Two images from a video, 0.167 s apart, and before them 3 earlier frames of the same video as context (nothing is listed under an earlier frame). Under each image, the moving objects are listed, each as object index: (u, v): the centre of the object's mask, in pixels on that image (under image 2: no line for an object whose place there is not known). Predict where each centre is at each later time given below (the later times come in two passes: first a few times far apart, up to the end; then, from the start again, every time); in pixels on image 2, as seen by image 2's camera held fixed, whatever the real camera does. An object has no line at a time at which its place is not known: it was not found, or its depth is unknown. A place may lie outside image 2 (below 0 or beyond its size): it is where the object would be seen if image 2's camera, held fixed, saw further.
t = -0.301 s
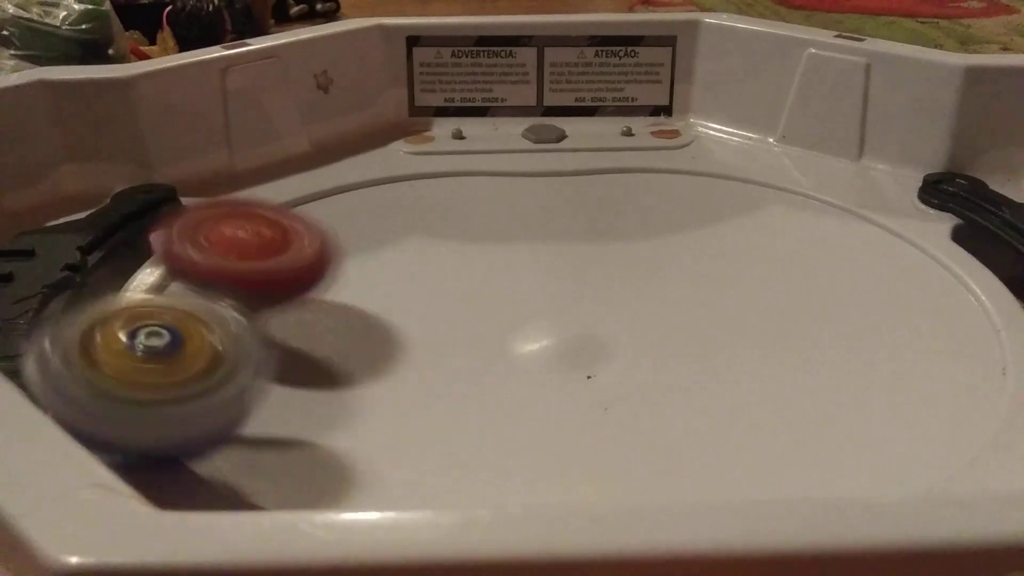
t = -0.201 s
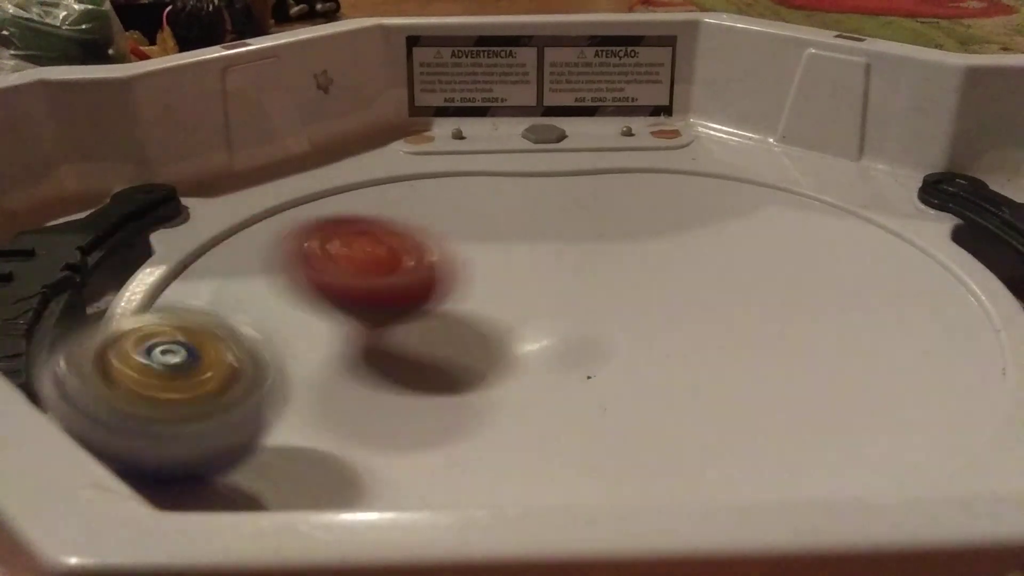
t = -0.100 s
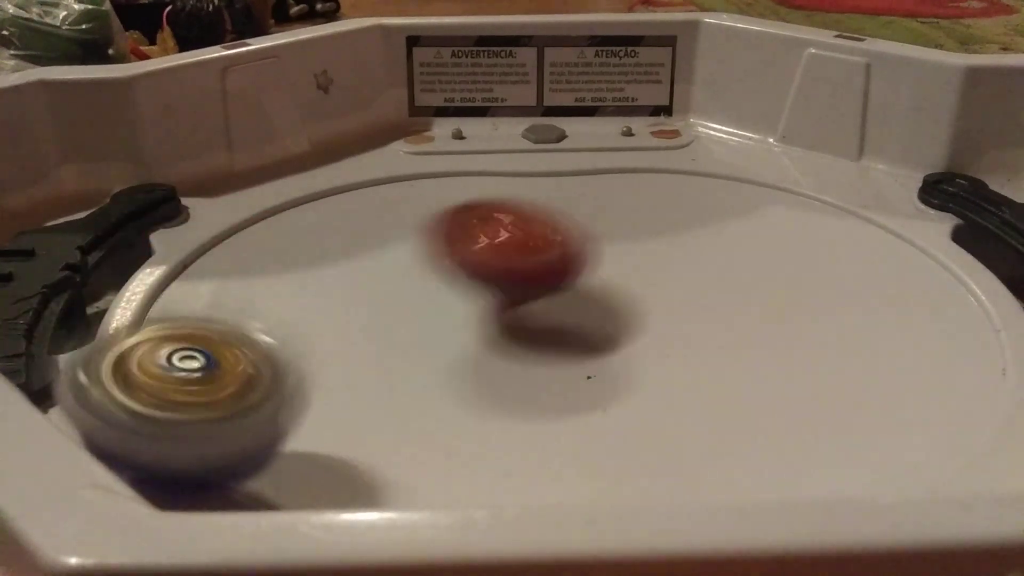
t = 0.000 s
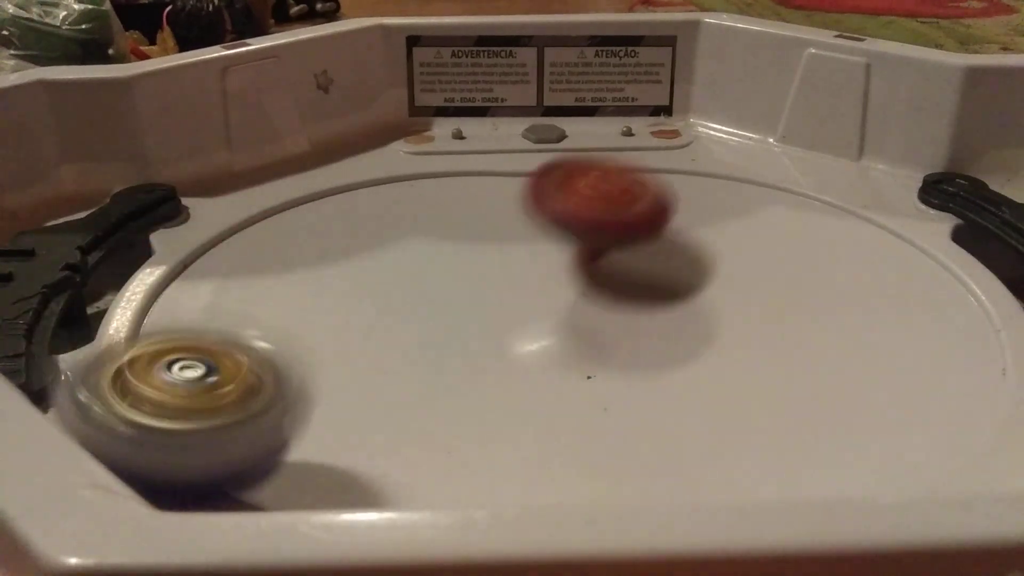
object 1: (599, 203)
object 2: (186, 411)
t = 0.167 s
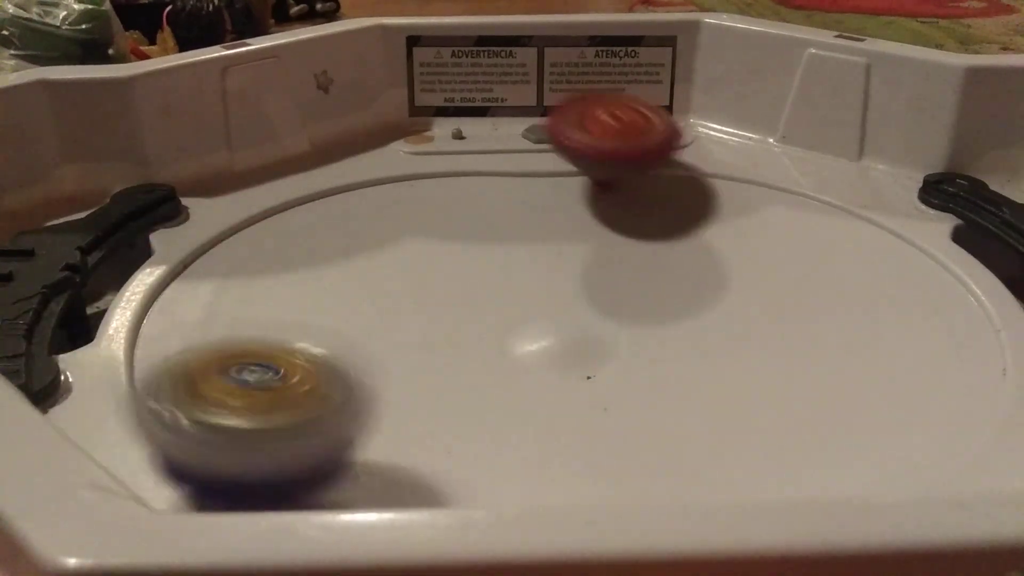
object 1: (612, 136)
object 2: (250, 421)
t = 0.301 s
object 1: (538, 154)
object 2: (346, 376)
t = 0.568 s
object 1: (524, 262)
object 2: (712, 301)
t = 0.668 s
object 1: (665, 290)
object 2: (857, 298)
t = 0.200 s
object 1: (597, 129)
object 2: (278, 412)
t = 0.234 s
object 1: (581, 133)
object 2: (300, 406)
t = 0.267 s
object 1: (561, 143)
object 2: (319, 391)
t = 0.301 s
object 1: (538, 154)
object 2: (346, 376)
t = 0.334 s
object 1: (514, 165)
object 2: (379, 362)
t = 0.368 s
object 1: (487, 176)
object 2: (423, 346)
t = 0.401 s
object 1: (467, 186)
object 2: (470, 335)
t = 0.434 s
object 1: (455, 198)
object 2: (515, 326)
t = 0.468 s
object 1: (453, 214)
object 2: (561, 316)
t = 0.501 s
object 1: (464, 230)
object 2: (595, 307)
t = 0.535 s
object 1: (486, 246)
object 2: (655, 305)
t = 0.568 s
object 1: (524, 262)
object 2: (712, 301)
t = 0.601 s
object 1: (562, 267)
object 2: (761, 298)
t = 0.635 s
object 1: (610, 280)
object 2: (809, 298)
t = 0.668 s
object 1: (665, 290)
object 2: (857, 298)
